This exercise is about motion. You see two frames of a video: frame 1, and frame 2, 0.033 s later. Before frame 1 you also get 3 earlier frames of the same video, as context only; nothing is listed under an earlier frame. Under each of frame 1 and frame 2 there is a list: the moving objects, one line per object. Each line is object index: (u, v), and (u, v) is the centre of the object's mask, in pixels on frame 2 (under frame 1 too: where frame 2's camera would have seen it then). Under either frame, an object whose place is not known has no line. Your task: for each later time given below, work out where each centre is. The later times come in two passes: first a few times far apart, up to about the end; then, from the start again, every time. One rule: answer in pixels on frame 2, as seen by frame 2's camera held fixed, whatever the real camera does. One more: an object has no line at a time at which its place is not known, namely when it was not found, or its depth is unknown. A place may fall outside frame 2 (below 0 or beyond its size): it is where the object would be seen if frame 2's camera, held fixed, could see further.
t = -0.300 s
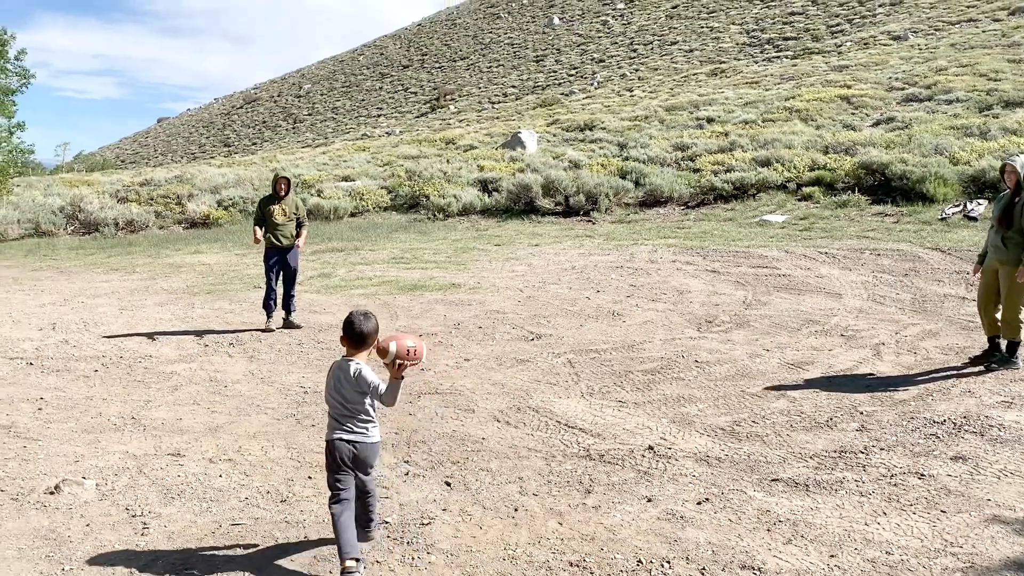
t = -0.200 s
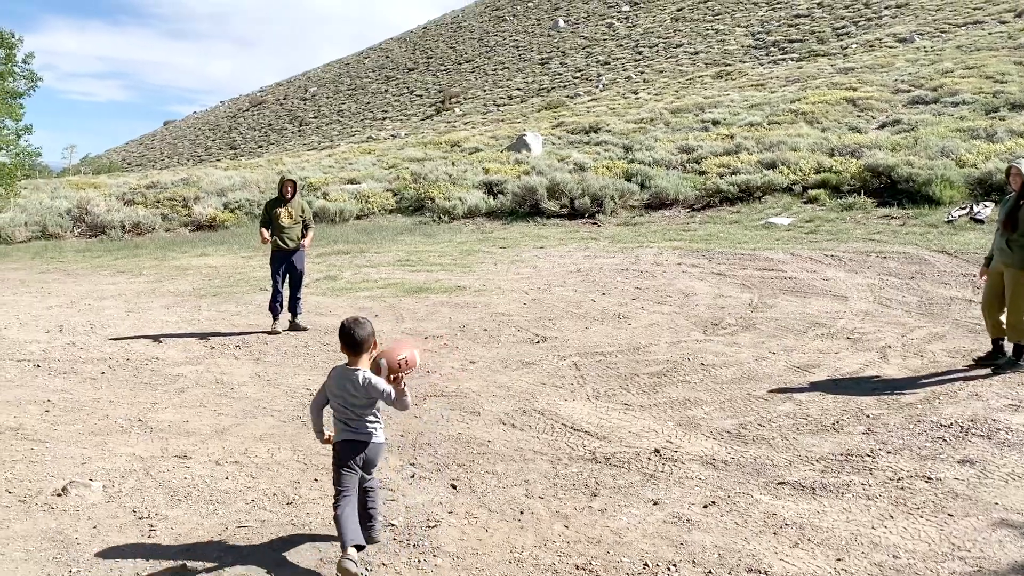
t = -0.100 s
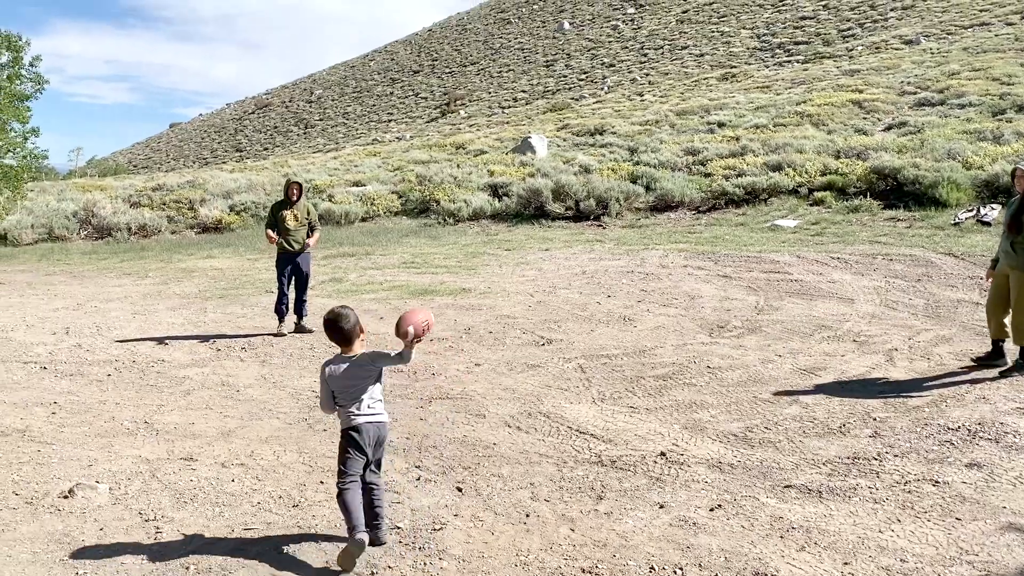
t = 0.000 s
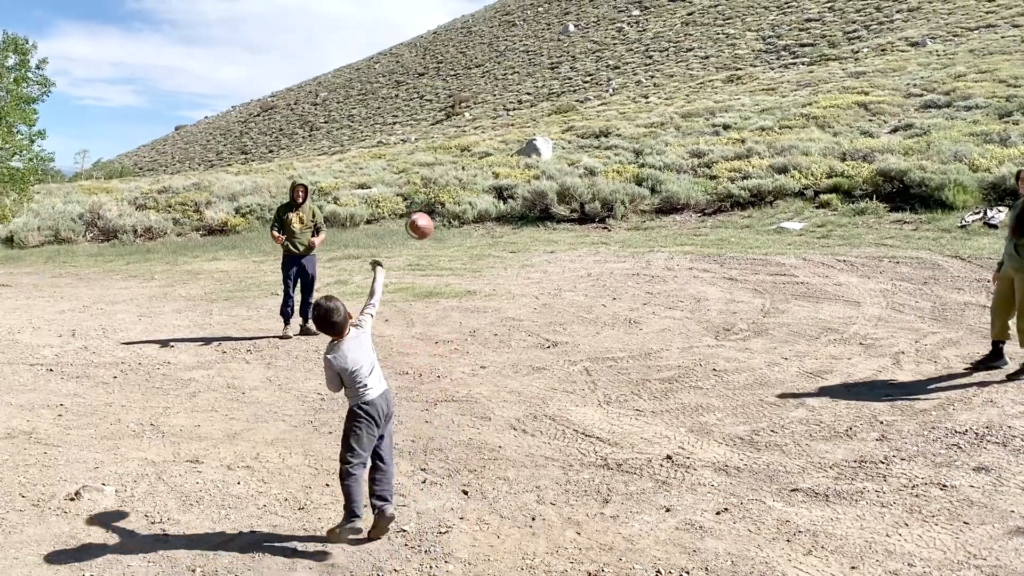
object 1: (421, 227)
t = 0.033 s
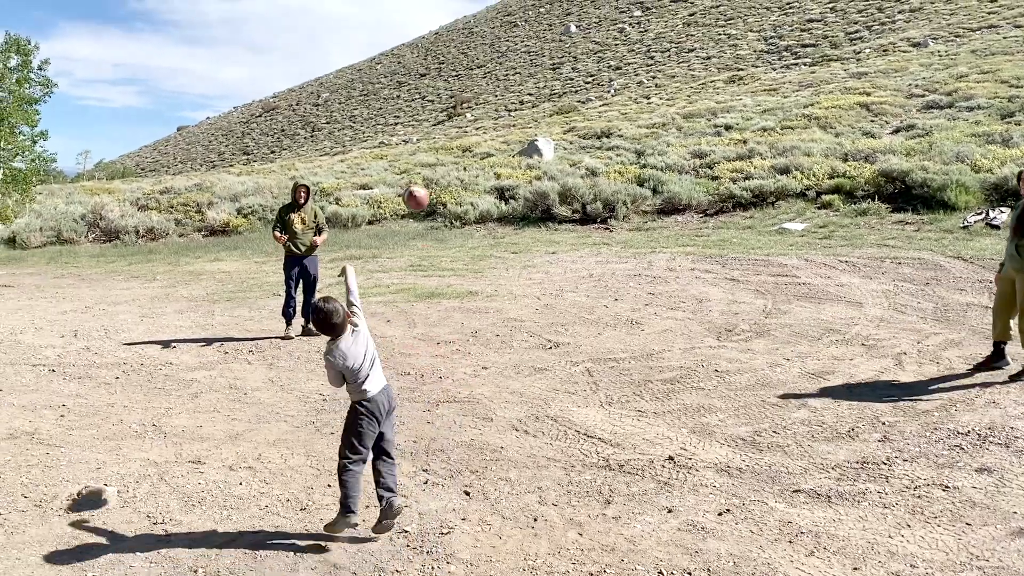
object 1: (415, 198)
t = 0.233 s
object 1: (392, 94)
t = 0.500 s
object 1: (371, 82)
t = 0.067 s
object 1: (410, 173)
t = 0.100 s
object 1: (406, 149)
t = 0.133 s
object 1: (403, 132)
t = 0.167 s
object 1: (400, 117)
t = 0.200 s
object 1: (396, 106)
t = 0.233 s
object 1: (392, 94)
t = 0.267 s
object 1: (389, 86)
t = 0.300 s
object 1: (387, 80)
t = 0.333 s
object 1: (385, 77)
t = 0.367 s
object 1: (382, 76)
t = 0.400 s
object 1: (378, 76)
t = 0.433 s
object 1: (375, 75)
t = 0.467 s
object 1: (374, 78)
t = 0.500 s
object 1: (371, 82)
